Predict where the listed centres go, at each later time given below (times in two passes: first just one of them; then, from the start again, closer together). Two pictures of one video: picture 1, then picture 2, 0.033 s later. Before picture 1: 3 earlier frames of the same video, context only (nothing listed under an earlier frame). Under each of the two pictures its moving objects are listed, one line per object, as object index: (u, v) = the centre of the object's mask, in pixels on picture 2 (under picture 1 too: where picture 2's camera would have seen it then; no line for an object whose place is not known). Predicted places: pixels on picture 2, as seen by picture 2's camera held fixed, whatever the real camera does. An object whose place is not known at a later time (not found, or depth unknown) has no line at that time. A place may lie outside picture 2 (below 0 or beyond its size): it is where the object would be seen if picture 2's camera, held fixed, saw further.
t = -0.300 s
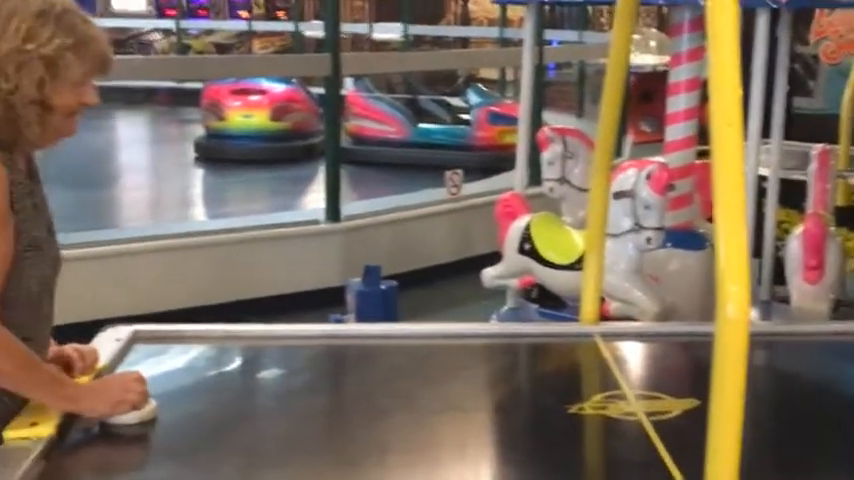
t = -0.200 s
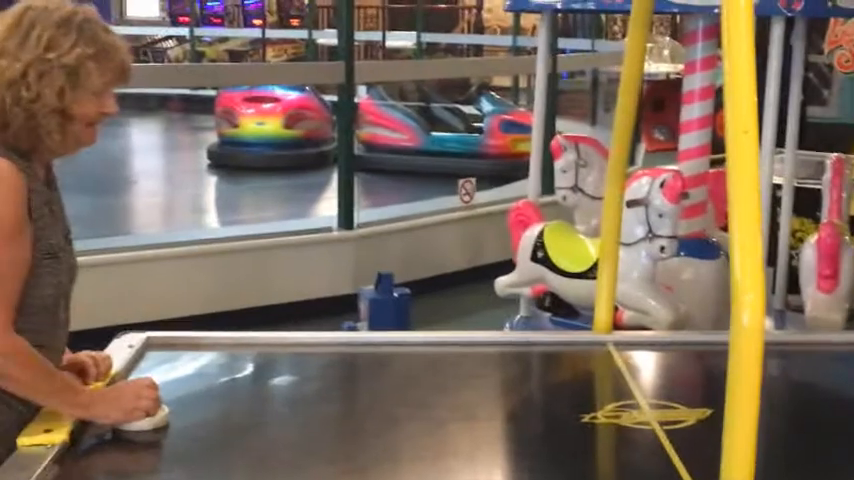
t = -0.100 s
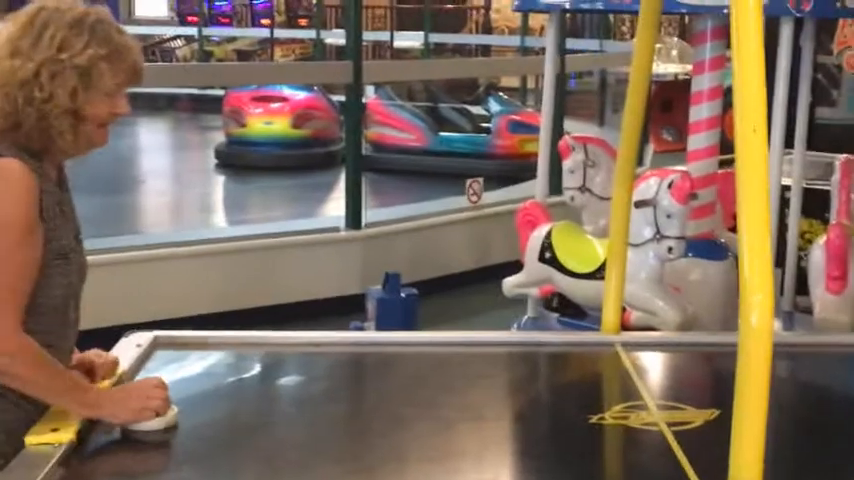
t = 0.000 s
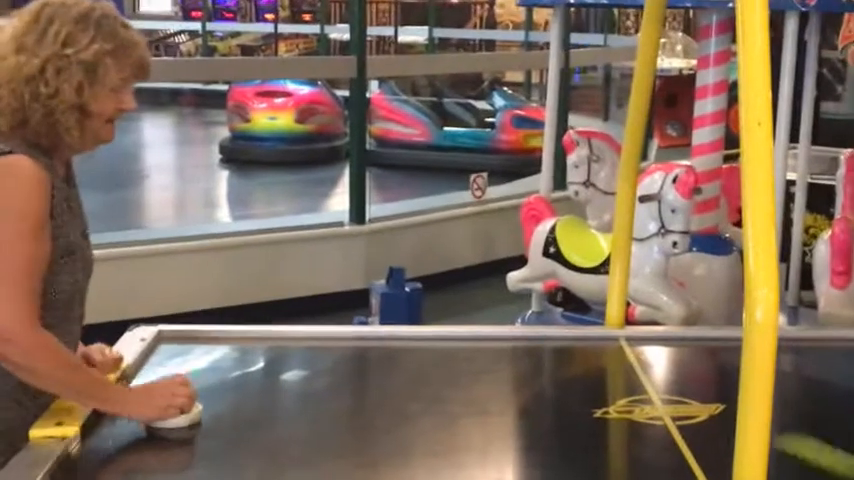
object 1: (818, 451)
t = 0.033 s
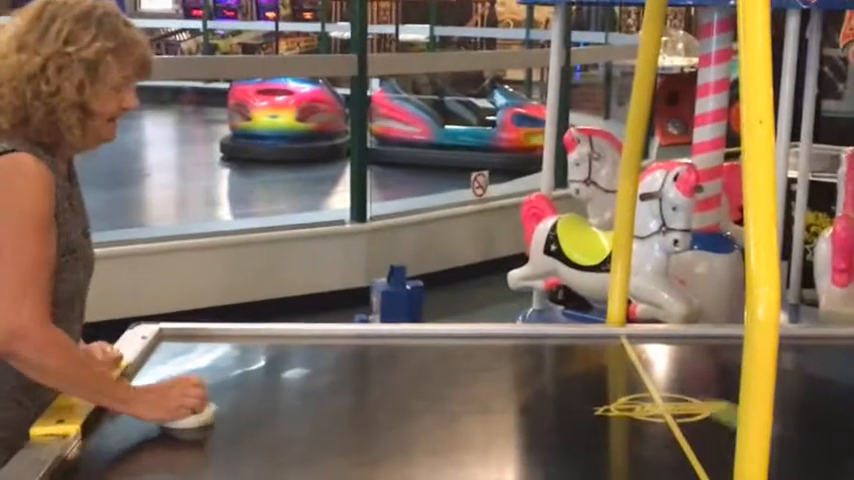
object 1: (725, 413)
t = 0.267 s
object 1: (388, 444)
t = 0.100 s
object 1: (594, 356)
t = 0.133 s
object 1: (540, 347)
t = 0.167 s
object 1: (511, 366)
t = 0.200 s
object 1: (476, 390)
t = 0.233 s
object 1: (434, 415)
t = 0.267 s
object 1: (388, 444)
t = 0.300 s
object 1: (338, 475)
